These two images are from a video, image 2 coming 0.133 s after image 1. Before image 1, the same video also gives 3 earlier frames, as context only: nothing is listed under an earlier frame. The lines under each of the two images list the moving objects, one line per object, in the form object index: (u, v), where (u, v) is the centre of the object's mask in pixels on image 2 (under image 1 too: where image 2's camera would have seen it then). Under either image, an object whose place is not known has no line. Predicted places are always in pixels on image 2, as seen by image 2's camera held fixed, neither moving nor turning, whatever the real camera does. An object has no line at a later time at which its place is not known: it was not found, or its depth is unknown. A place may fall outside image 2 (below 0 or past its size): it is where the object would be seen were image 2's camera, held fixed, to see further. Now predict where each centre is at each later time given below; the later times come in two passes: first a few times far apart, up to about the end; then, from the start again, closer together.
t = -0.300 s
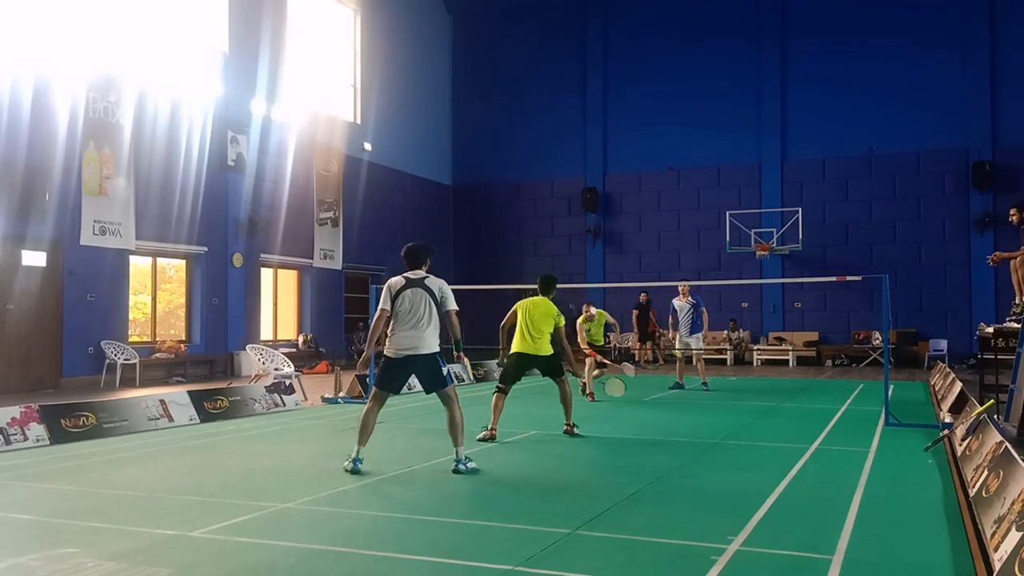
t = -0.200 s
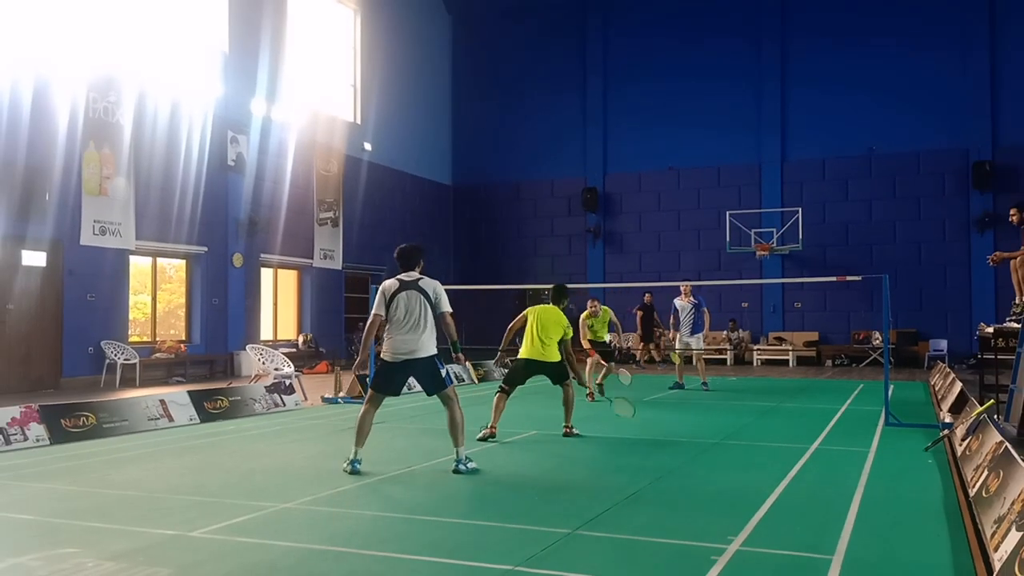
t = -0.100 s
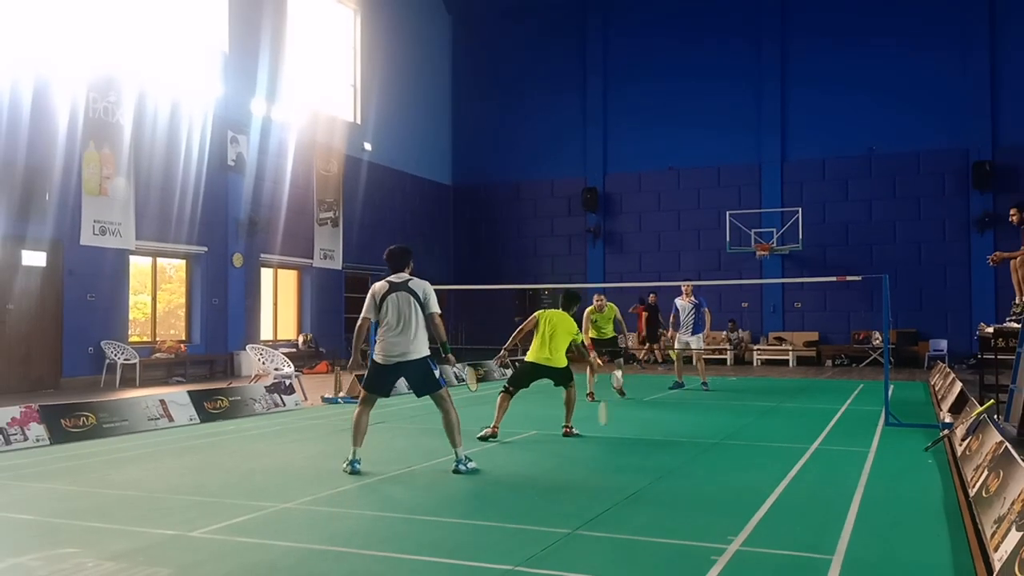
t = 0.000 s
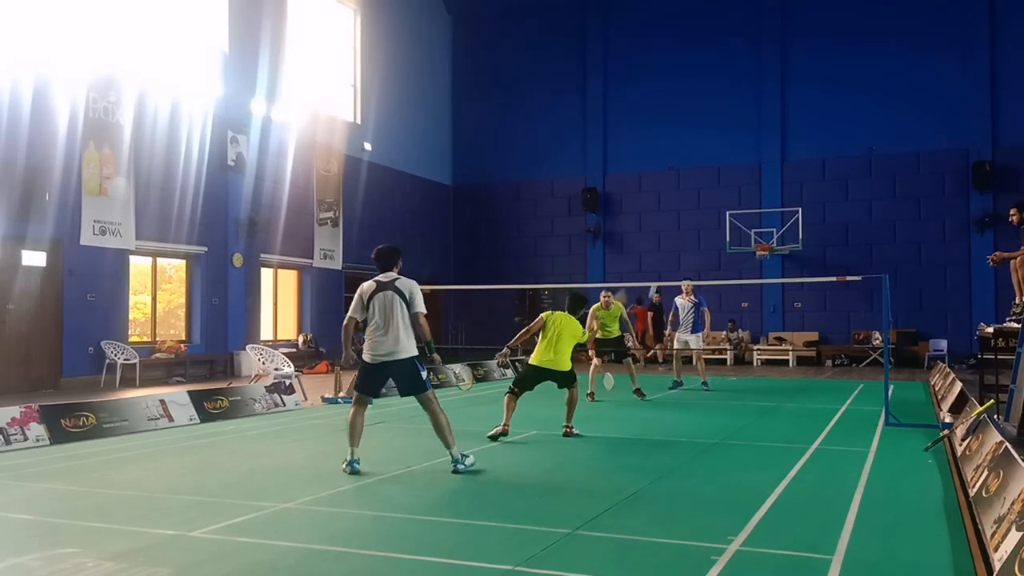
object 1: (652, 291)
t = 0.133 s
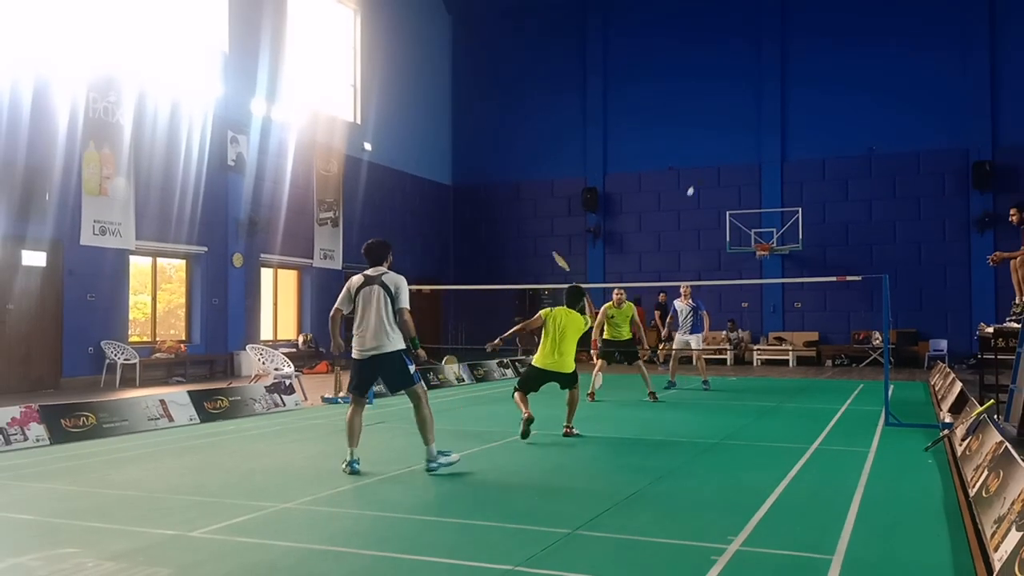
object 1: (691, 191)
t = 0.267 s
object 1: (714, 142)
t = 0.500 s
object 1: (741, 109)
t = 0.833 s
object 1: (769, 132)
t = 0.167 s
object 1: (697, 175)
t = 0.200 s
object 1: (703, 162)
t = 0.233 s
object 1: (709, 152)
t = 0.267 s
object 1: (714, 142)
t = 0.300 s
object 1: (719, 134)
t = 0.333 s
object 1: (723, 127)
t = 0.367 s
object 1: (727, 121)
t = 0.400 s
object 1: (731, 117)
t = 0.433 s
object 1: (734, 114)
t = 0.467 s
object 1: (738, 111)
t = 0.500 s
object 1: (741, 109)
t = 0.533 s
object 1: (744, 109)
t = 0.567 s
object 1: (747, 109)
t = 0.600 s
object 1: (751, 109)
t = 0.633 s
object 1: (753, 111)
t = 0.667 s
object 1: (756, 113)
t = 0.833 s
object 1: (769, 132)
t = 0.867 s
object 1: (772, 137)
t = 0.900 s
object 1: (774, 144)
